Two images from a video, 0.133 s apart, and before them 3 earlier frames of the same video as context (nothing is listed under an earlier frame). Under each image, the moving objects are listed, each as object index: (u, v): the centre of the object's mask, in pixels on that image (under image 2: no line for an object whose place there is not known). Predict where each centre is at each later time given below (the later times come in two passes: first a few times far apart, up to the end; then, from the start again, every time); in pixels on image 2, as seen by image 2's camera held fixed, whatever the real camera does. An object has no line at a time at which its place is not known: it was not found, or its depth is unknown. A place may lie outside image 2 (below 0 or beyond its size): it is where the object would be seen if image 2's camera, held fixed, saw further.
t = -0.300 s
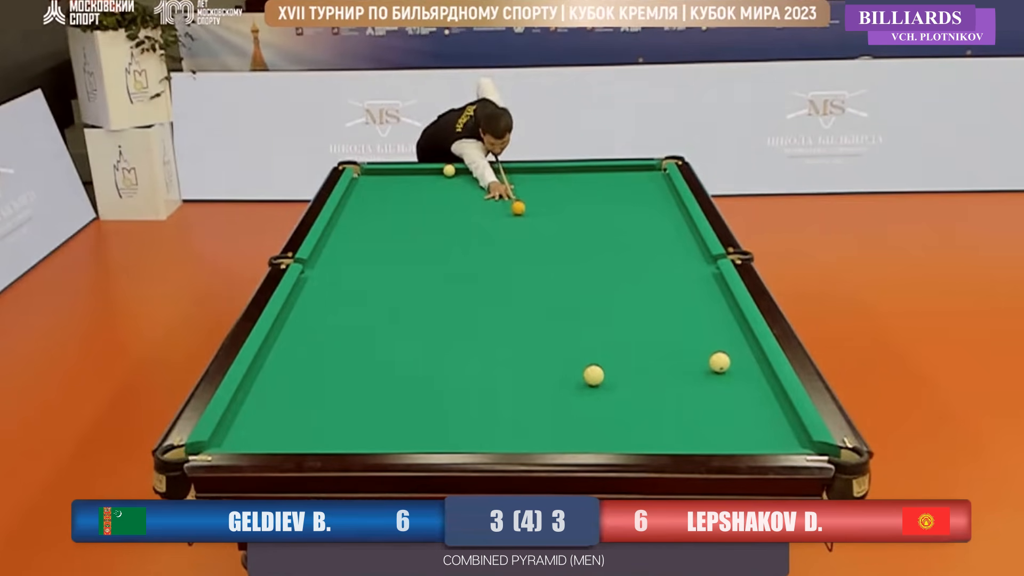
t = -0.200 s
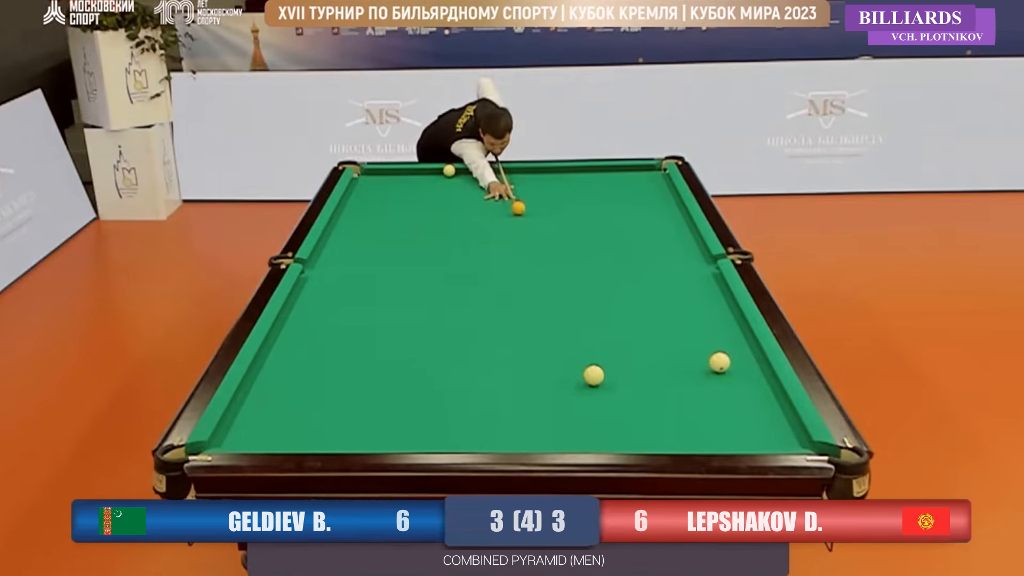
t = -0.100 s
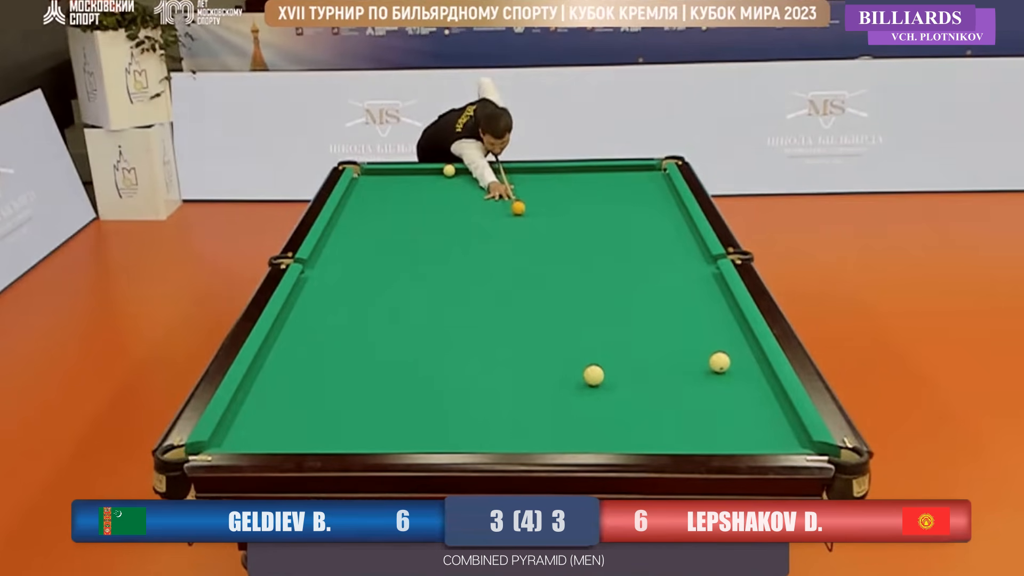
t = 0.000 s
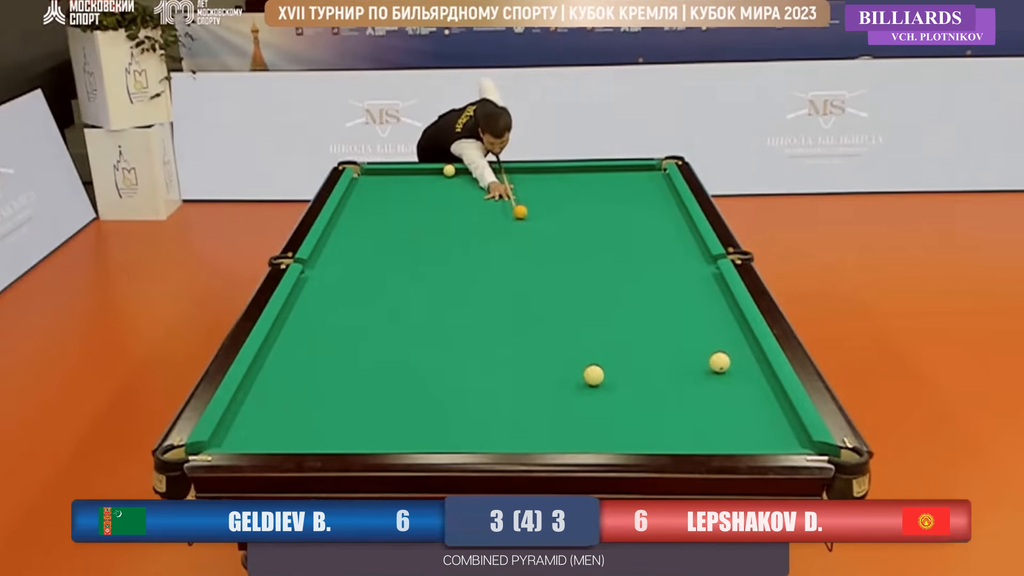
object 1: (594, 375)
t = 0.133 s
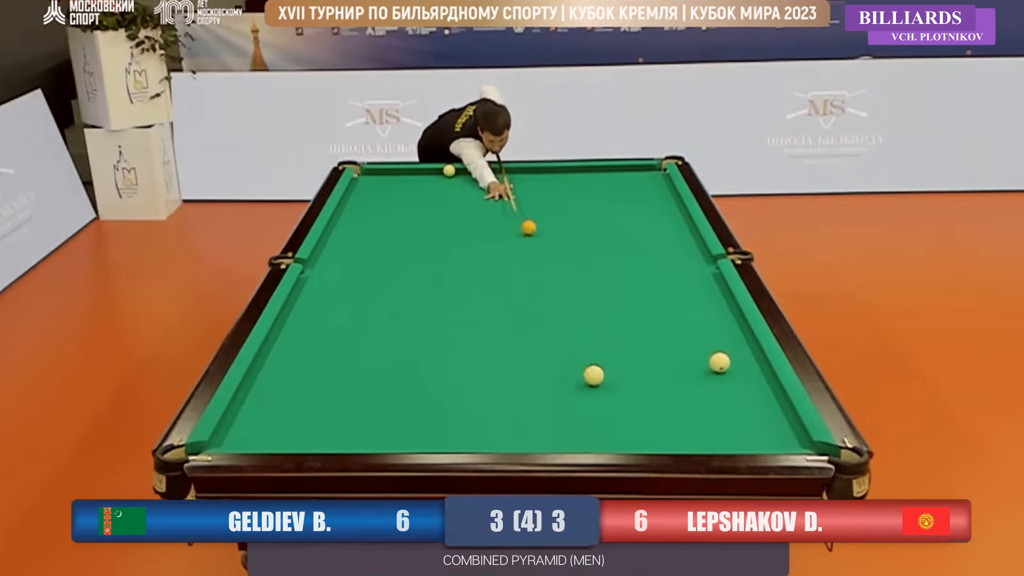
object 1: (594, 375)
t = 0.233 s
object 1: (594, 375)
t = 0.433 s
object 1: (594, 375)
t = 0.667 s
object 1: (594, 375)
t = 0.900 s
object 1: (594, 375)
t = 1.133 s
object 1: (580, 408)
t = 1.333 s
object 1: (567, 439)
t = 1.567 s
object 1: (554, 420)
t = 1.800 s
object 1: (545, 402)
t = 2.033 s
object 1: (535, 382)
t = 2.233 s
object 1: (528, 370)
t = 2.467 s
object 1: (520, 353)
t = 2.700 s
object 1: (512, 340)
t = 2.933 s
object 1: (506, 327)
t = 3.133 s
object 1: (501, 317)
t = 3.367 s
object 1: (495, 307)
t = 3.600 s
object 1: (490, 297)
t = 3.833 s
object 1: (485, 287)
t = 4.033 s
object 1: (480, 279)
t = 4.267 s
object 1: (476, 271)
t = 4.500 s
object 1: (472, 264)
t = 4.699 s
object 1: (469, 257)
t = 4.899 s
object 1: (466, 251)
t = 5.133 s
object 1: (463, 245)
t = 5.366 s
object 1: (460, 239)
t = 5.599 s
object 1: (457, 234)
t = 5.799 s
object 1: (455, 230)
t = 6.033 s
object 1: (453, 226)
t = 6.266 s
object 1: (450, 221)
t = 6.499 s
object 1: (448, 218)
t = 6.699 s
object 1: (446, 214)
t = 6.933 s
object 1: (445, 211)
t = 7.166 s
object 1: (443, 208)
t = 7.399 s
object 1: (441, 205)
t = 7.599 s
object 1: (440, 203)
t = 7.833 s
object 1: (438, 200)
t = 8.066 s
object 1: (437, 198)
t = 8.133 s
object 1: (437, 197)
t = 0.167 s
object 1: (594, 375)
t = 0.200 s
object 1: (594, 375)
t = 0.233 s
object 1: (594, 375)
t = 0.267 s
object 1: (594, 375)
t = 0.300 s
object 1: (594, 375)
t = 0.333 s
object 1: (594, 375)
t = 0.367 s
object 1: (594, 375)
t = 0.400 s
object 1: (594, 375)
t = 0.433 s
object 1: (594, 375)
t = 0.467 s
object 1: (594, 375)
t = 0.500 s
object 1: (594, 375)
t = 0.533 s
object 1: (594, 375)
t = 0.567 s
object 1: (594, 375)
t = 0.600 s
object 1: (594, 375)
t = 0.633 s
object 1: (594, 375)
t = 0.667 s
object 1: (594, 375)
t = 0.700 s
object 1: (593, 375)
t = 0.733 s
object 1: (594, 375)
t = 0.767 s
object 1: (594, 375)
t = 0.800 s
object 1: (594, 375)
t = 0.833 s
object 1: (594, 375)
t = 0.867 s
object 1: (594, 375)
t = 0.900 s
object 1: (594, 375)
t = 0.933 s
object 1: (594, 375)
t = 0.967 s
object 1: (594, 376)
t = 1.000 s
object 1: (592, 380)
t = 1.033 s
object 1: (589, 387)
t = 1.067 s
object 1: (586, 394)
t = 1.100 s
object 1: (583, 401)
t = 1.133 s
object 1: (580, 408)
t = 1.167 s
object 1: (579, 412)
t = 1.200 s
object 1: (576, 419)
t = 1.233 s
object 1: (574, 425)
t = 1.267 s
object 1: (571, 432)
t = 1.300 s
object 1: (569, 436)
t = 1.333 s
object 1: (567, 439)
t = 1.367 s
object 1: (565, 441)
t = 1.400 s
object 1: (563, 438)
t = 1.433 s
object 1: (560, 433)
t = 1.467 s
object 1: (559, 431)
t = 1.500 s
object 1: (558, 427)
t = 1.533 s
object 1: (556, 423)
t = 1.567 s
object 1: (554, 420)
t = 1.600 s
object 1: (553, 417)
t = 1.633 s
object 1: (552, 416)
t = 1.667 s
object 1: (550, 412)
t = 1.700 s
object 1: (549, 409)
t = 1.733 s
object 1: (547, 406)
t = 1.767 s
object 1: (546, 405)
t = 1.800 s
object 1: (545, 402)
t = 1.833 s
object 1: (543, 398)
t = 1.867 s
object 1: (541, 395)
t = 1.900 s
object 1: (540, 393)
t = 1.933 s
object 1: (539, 390)
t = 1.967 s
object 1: (537, 388)
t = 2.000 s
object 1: (536, 385)
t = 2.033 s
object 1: (535, 382)
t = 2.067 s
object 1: (534, 381)
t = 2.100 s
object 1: (533, 378)
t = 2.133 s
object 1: (532, 376)
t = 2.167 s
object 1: (530, 373)
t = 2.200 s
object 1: (529, 371)
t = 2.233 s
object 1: (528, 370)
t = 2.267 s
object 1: (527, 366)
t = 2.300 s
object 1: (525, 364)
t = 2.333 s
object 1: (524, 361)
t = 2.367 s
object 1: (523, 360)
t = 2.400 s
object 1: (522, 358)
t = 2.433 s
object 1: (521, 356)
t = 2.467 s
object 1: (520, 353)
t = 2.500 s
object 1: (519, 351)
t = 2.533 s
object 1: (518, 350)
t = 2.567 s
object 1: (517, 348)
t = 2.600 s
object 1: (516, 346)
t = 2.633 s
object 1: (514, 343)
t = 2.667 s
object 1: (514, 342)
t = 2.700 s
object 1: (512, 340)
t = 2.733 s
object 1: (511, 338)
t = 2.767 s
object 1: (510, 336)
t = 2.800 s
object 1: (510, 335)
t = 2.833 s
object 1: (509, 333)
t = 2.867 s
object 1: (508, 331)
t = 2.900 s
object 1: (507, 329)
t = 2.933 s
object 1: (506, 327)
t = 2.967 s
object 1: (505, 326)
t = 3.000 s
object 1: (504, 324)
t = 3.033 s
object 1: (503, 322)
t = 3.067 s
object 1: (502, 320)
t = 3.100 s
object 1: (502, 319)
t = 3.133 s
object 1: (501, 317)
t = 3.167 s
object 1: (500, 316)
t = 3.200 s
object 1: (499, 314)
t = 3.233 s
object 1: (498, 312)
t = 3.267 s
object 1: (498, 311)
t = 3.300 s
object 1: (497, 310)
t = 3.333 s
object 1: (496, 308)
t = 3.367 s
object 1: (495, 307)
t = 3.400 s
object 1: (495, 306)
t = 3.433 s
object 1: (493, 303)
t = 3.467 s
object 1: (493, 302)
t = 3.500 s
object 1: (492, 300)
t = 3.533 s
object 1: (491, 299)
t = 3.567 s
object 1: (491, 298)
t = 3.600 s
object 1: (490, 297)
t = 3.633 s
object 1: (489, 295)
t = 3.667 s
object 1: (488, 293)
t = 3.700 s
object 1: (488, 293)
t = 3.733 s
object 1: (487, 292)
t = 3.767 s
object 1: (486, 290)
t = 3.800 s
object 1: (486, 289)
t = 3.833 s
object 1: (485, 287)
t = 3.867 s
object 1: (484, 286)
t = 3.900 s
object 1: (484, 285)
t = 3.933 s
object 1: (483, 283)
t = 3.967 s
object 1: (482, 282)
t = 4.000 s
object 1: (482, 281)
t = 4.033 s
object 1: (480, 279)
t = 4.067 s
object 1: (480, 278)
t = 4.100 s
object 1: (479, 276)
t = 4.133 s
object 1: (479, 275)
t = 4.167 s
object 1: (478, 274)
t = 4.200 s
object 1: (477, 273)
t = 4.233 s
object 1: (477, 271)
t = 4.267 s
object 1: (476, 271)
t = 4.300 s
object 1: (476, 270)
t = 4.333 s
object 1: (475, 269)
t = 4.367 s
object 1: (474, 267)
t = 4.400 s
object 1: (474, 267)
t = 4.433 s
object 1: (474, 266)
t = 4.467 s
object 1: (473, 265)
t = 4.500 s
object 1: (472, 264)
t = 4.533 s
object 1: (472, 262)
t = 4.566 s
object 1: (471, 260)
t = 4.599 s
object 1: (470, 259)
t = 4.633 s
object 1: (469, 258)
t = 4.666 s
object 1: (469, 258)
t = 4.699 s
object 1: (469, 257)
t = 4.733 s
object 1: (468, 256)
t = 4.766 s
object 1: (468, 255)
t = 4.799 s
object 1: (467, 254)
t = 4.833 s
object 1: (467, 253)
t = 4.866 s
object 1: (467, 252)
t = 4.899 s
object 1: (466, 251)
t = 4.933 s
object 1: (465, 250)
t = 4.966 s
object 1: (465, 249)
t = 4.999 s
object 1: (465, 248)
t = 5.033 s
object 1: (464, 248)
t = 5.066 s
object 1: (464, 247)
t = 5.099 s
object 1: (463, 246)
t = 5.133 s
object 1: (463, 245)
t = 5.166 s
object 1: (462, 244)
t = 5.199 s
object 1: (462, 243)
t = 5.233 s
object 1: (461, 243)
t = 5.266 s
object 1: (461, 242)
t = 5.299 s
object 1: (461, 241)
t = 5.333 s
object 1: (460, 241)
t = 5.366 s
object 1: (460, 239)
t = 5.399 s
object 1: (459, 239)
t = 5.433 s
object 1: (459, 238)
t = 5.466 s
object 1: (459, 237)
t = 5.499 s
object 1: (458, 236)
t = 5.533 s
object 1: (458, 236)
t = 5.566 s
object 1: (458, 235)
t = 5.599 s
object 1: (457, 234)
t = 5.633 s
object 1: (457, 234)
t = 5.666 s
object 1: (457, 233)
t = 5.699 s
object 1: (456, 232)
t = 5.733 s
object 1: (456, 232)
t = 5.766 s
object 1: (455, 231)
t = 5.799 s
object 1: (455, 230)
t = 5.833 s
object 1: (455, 229)
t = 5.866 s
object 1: (454, 229)
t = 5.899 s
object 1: (454, 228)
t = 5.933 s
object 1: (454, 228)
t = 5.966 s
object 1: (453, 227)
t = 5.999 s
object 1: (453, 226)
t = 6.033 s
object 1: (453, 226)
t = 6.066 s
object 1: (452, 225)
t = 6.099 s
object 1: (452, 224)
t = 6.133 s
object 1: (452, 224)
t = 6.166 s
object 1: (451, 223)
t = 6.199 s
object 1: (451, 222)
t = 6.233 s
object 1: (451, 222)
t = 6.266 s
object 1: (450, 221)
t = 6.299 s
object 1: (450, 221)
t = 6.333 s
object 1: (450, 220)
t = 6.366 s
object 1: (449, 220)
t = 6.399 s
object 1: (449, 219)
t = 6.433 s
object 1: (449, 218)
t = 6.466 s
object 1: (449, 218)
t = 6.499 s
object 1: (448, 218)
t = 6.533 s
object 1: (448, 217)
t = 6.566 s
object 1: (447, 216)
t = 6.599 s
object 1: (447, 216)
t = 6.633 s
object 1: (447, 215)
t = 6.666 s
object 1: (447, 215)
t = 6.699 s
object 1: (446, 214)
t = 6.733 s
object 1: (446, 214)
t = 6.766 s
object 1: (446, 213)
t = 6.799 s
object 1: (446, 213)
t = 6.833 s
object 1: (445, 212)
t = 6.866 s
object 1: (445, 212)
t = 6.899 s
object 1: (445, 212)
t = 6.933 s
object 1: (445, 211)
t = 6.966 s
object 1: (444, 210)
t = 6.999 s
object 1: (444, 210)
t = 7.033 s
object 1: (444, 210)
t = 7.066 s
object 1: (444, 209)
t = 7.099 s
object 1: (443, 209)
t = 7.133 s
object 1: (443, 208)
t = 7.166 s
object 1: (443, 208)
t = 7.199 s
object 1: (443, 207)
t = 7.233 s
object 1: (443, 207)
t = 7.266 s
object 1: (442, 206)
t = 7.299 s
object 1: (442, 206)
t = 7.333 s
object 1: (442, 206)
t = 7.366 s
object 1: (441, 205)
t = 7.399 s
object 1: (441, 205)
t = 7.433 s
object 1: (441, 204)
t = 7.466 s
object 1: (441, 204)
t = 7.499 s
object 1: (441, 204)
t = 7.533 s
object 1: (440, 203)
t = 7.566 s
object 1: (440, 203)
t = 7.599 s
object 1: (440, 203)
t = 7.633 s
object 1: (440, 202)
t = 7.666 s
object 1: (440, 202)
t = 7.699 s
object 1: (439, 202)
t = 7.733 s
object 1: (439, 201)
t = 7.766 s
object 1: (439, 201)
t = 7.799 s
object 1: (439, 201)
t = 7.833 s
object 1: (438, 200)
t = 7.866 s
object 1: (438, 200)
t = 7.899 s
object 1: (438, 199)
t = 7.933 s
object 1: (438, 199)
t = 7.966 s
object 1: (438, 199)
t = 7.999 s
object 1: (438, 199)
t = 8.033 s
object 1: (437, 198)
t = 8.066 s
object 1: (437, 198)
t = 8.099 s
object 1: (437, 198)
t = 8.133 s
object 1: (437, 197)
